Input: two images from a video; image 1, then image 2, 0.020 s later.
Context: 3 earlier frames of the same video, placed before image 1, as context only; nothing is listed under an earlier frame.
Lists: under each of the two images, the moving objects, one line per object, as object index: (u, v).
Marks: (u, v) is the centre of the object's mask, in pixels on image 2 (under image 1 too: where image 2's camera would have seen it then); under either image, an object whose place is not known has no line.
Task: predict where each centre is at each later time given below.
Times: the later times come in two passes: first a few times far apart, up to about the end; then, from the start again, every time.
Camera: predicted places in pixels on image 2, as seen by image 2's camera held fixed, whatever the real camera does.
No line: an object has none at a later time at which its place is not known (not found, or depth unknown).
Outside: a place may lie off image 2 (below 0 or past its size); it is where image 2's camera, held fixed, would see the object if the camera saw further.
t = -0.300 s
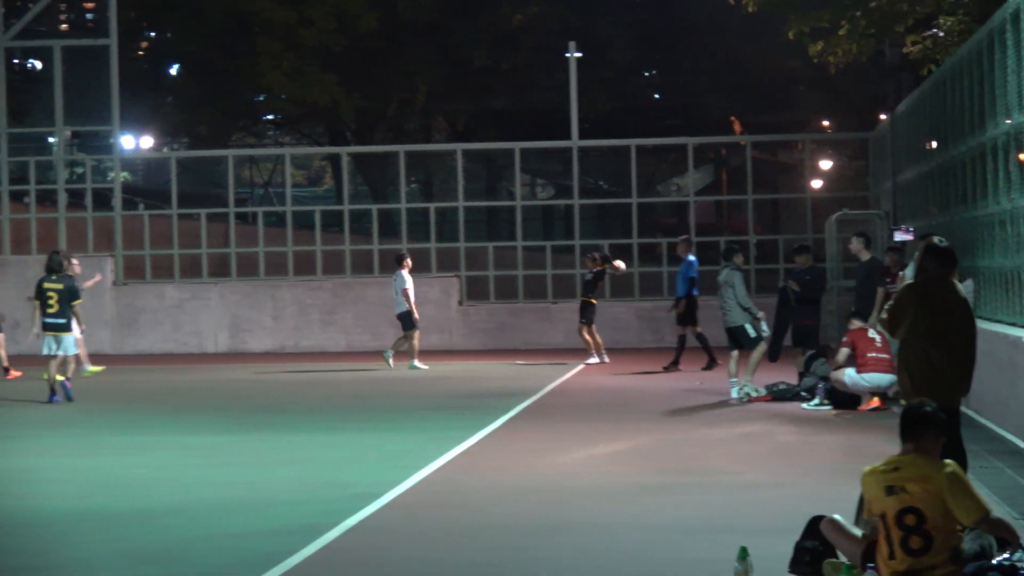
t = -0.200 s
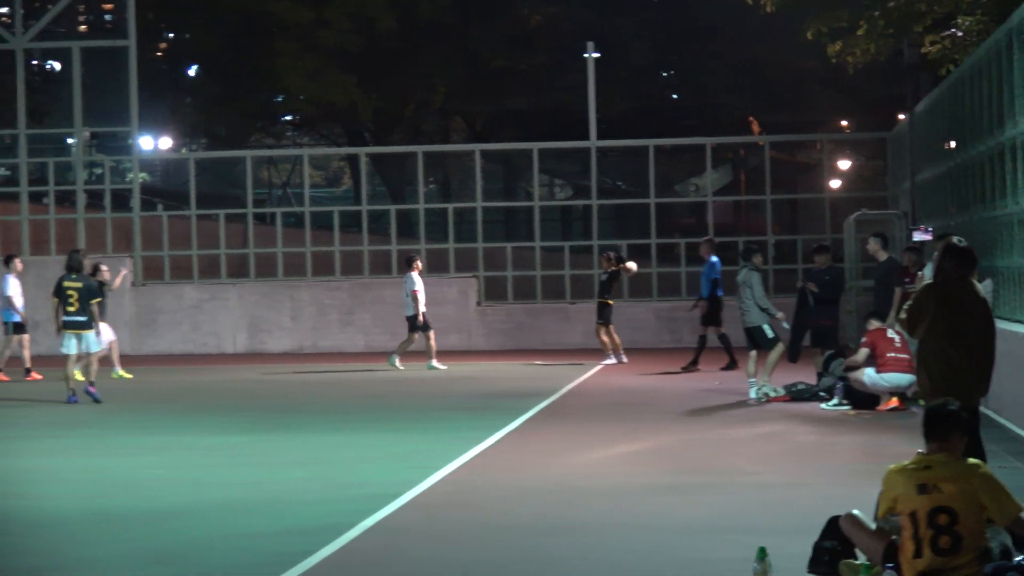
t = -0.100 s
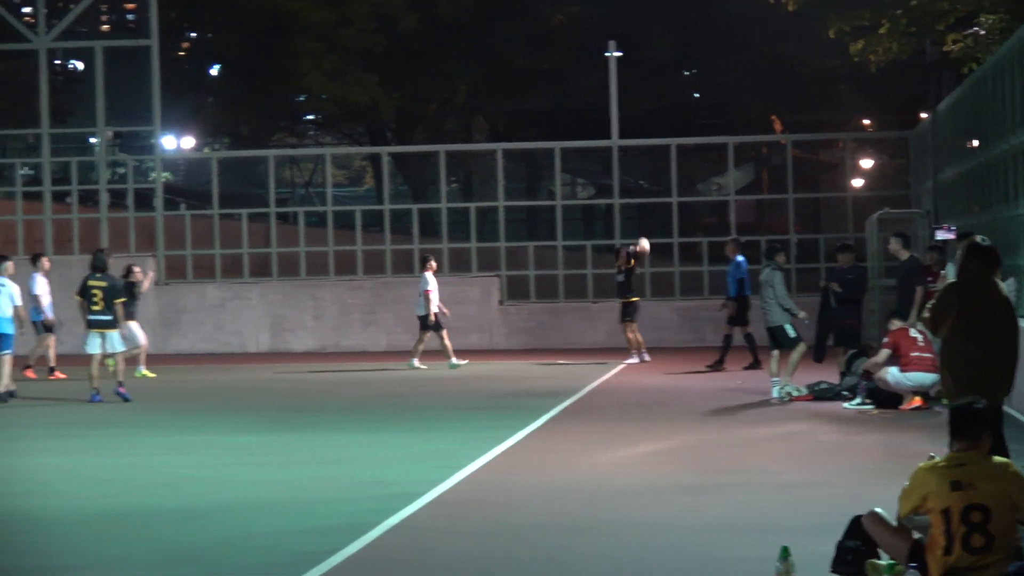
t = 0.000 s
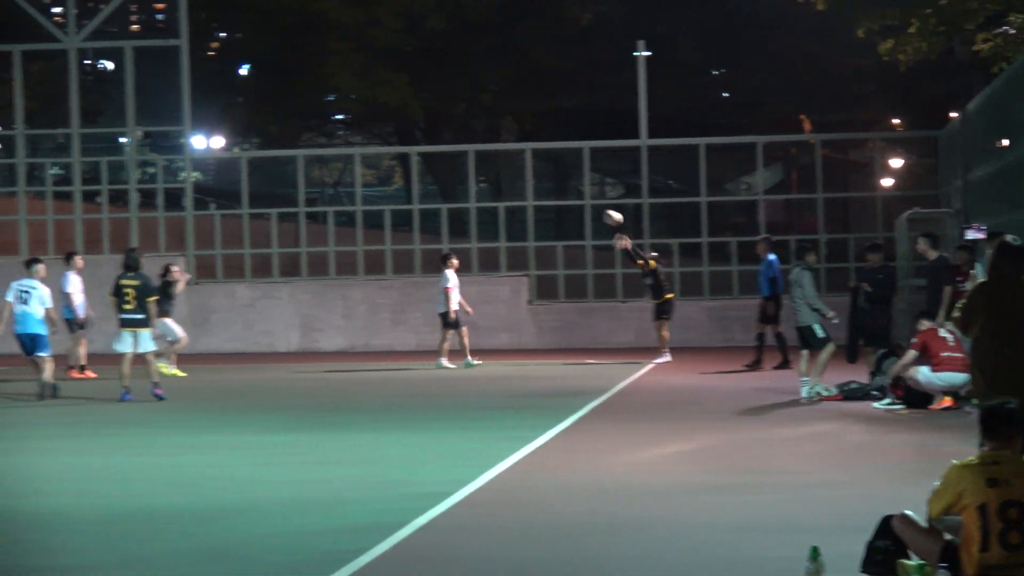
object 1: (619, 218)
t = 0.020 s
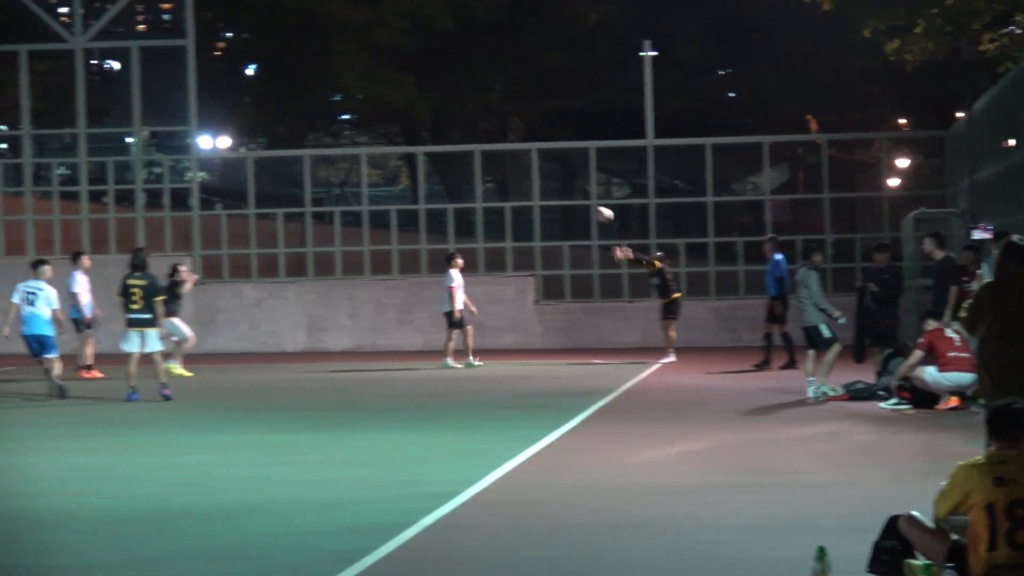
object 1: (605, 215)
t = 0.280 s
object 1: (397, 191)
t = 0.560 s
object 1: (167, 214)
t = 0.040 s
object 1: (588, 211)
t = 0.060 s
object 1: (572, 208)
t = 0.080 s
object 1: (557, 206)
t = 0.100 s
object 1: (542, 203)
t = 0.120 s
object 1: (525, 201)
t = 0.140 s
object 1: (510, 198)
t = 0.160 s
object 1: (494, 196)
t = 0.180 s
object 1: (477, 196)
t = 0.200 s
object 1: (461, 195)
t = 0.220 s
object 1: (445, 194)
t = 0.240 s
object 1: (432, 192)
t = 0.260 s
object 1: (413, 192)
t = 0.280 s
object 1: (397, 191)
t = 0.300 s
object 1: (381, 191)
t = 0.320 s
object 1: (365, 191)
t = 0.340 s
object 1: (348, 191)
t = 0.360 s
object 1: (332, 192)
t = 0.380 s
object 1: (317, 193)
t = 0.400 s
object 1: (299, 195)
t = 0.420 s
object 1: (283, 196)
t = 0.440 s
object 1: (267, 198)
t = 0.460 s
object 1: (251, 200)
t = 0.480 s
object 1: (234, 201)
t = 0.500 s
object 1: (218, 204)
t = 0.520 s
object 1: (203, 206)
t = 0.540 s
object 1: (184, 210)
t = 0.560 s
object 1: (167, 214)
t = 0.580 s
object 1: (151, 217)
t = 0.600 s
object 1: (133, 222)
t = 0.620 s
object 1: (115, 225)
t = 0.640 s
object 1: (98, 230)
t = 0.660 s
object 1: (80, 235)
